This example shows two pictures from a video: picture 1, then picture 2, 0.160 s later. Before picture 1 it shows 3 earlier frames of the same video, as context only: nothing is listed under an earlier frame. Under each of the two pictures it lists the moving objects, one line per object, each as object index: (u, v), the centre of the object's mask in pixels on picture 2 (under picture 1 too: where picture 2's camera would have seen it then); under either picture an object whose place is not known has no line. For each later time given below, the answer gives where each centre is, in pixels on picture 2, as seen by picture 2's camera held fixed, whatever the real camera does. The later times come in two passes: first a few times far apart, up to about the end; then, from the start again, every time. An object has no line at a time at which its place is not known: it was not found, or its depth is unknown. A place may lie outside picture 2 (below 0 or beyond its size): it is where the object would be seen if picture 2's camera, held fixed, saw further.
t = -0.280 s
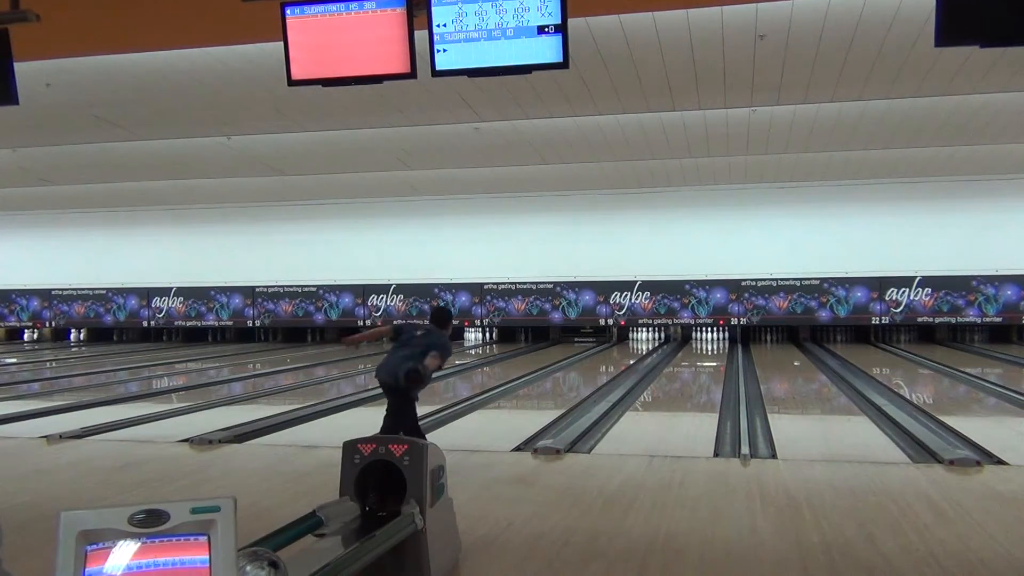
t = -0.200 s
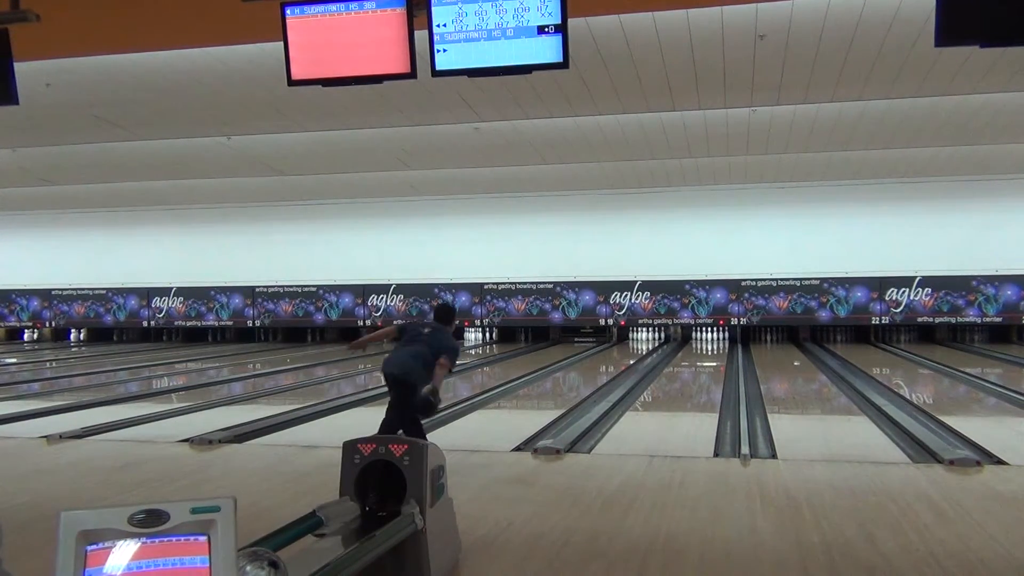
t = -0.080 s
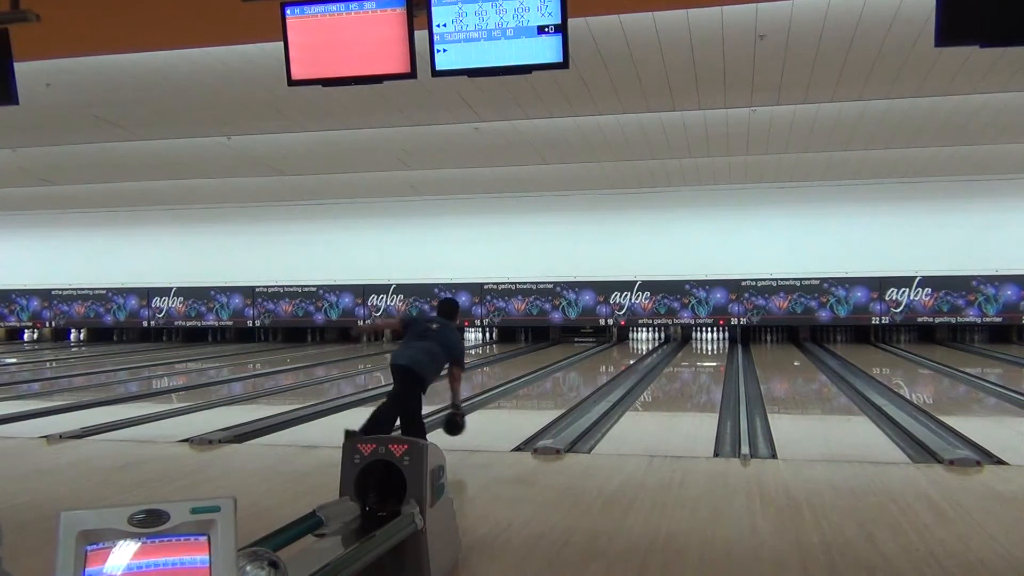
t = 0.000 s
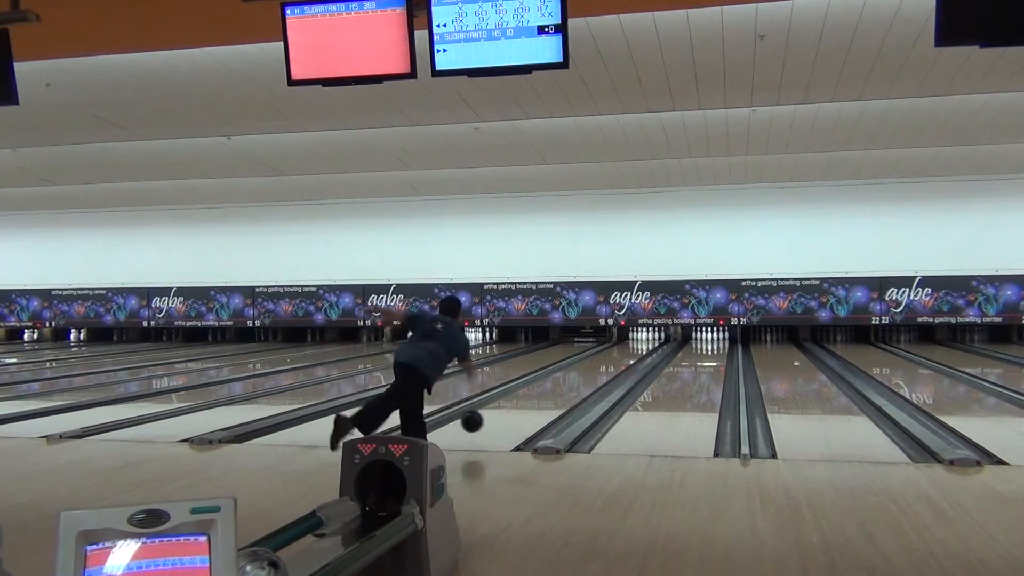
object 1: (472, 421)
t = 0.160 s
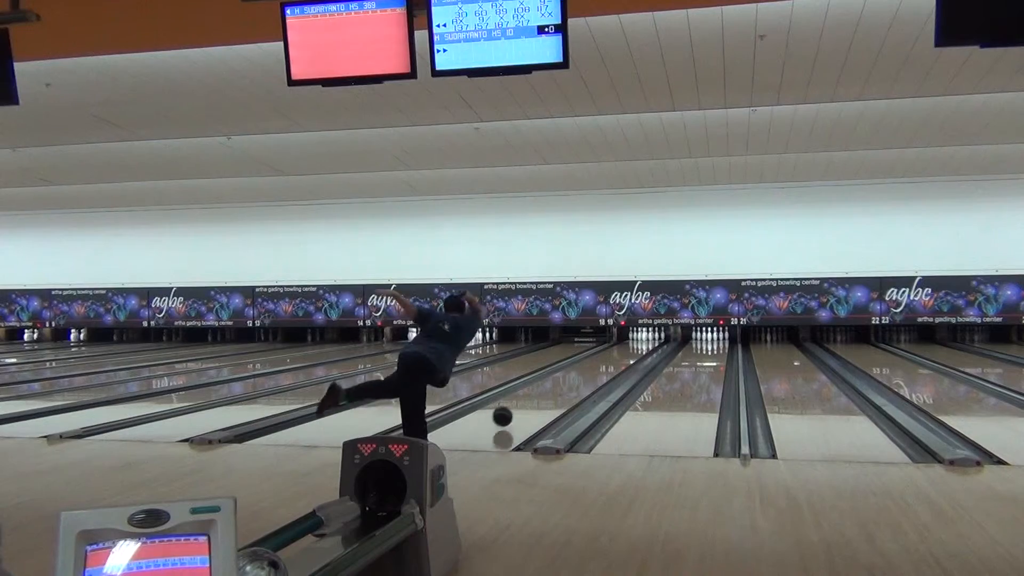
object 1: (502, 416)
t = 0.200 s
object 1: (507, 413)
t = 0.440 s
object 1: (541, 397)
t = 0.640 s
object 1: (562, 386)
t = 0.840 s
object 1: (579, 377)
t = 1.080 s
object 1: (595, 368)
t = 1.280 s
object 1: (606, 362)
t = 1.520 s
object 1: (616, 356)
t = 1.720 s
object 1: (624, 352)
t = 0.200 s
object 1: (507, 413)
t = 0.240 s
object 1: (515, 411)
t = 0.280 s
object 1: (521, 408)
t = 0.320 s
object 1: (526, 405)
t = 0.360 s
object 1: (532, 402)
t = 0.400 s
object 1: (537, 400)
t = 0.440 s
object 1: (541, 397)
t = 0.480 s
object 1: (546, 394)
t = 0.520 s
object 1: (550, 392)
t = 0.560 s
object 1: (554, 390)
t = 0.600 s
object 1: (558, 388)
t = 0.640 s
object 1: (562, 386)
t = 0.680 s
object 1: (566, 384)
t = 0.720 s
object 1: (569, 382)
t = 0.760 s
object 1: (573, 380)
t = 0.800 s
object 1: (576, 379)
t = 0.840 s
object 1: (579, 377)
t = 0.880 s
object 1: (582, 375)
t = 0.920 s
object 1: (585, 374)
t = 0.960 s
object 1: (587, 372)
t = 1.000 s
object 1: (590, 371)
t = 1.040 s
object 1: (592, 369)
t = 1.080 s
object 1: (595, 368)
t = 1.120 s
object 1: (597, 366)
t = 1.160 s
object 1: (599, 365)
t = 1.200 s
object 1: (601, 364)
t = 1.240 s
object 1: (604, 363)
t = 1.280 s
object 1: (606, 362)
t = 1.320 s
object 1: (607, 361)
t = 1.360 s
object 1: (609, 360)
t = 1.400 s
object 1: (611, 359)
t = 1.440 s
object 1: (613, 358)
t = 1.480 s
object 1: (615, 357)
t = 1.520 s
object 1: (616, 356)
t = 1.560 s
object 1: (618, 355)
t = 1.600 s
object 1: (619, 354)
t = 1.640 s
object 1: (621, 353)
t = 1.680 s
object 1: (622, 352)
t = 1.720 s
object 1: (624, 352)
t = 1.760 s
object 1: (625, 351)
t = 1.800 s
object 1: (626, 350)
